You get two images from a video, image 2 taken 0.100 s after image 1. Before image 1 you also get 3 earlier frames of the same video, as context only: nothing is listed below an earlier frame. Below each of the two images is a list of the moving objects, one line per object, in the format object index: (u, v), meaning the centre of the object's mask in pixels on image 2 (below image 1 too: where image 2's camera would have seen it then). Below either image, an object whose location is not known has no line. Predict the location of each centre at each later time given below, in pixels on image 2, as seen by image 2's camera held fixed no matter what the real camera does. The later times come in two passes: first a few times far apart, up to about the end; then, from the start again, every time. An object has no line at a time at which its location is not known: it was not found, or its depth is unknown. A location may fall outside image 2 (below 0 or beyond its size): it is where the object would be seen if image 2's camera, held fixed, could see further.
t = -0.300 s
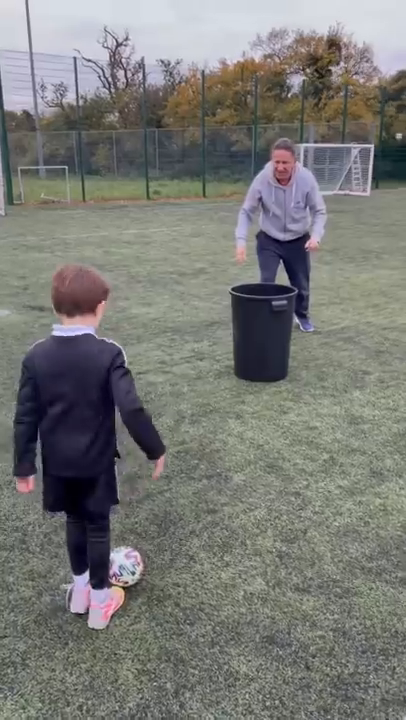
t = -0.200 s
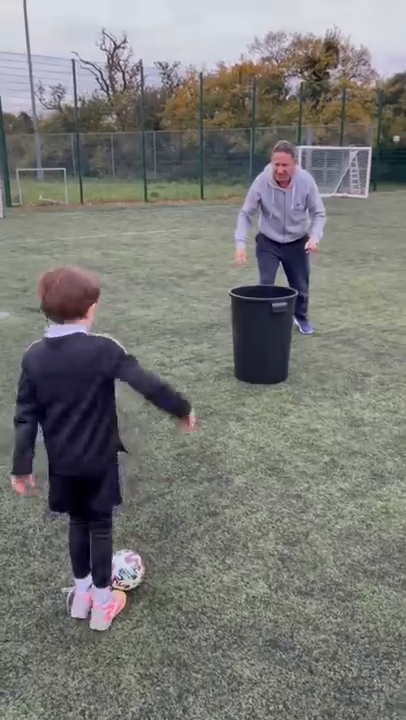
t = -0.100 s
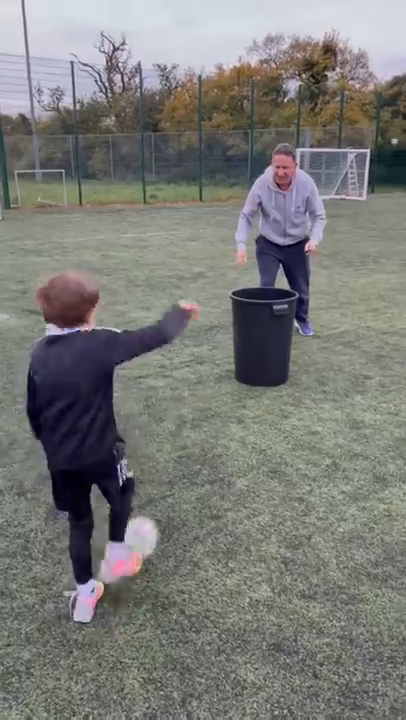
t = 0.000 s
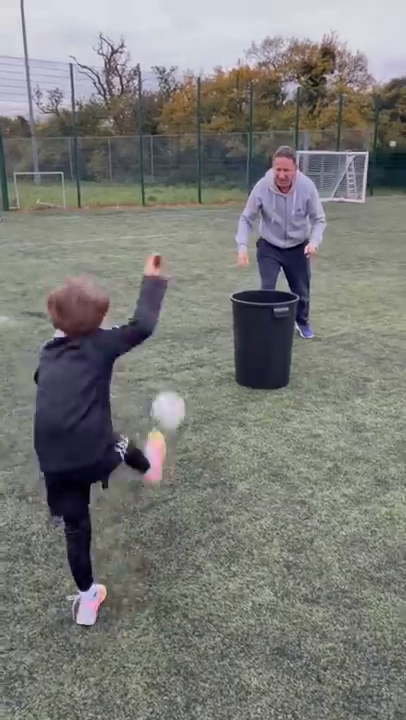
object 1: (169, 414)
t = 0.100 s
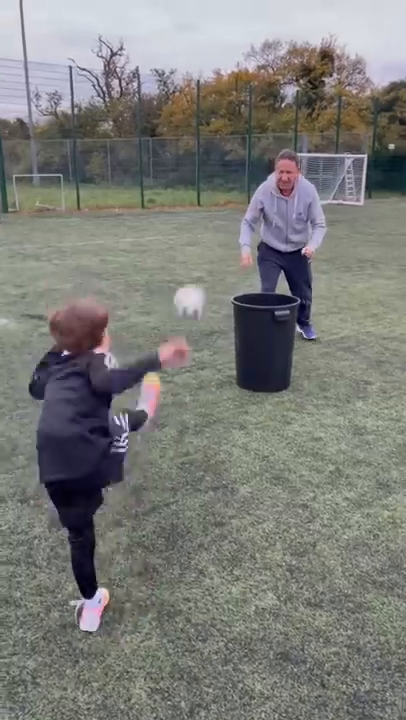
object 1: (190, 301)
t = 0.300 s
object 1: (224, 181)
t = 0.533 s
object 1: (249, 170)
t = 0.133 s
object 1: (195, 272)
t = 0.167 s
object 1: (202, 246)
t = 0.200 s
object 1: (208, 225)
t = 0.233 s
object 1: (214, 207)
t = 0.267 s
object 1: (219, 193)
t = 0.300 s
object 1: (224, 181)
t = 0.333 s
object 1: (228, 174)
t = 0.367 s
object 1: (233, 167)
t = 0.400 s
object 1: (236, 164)
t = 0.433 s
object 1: (240, 162)
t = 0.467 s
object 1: (243, 163)
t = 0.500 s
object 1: (246, 166)
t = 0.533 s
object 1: (249, 170)
